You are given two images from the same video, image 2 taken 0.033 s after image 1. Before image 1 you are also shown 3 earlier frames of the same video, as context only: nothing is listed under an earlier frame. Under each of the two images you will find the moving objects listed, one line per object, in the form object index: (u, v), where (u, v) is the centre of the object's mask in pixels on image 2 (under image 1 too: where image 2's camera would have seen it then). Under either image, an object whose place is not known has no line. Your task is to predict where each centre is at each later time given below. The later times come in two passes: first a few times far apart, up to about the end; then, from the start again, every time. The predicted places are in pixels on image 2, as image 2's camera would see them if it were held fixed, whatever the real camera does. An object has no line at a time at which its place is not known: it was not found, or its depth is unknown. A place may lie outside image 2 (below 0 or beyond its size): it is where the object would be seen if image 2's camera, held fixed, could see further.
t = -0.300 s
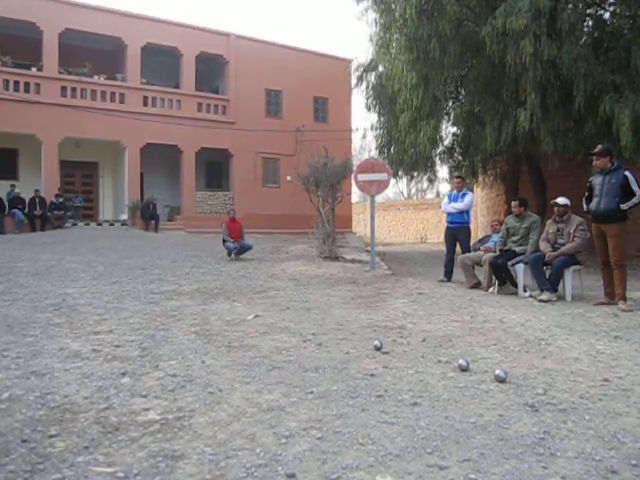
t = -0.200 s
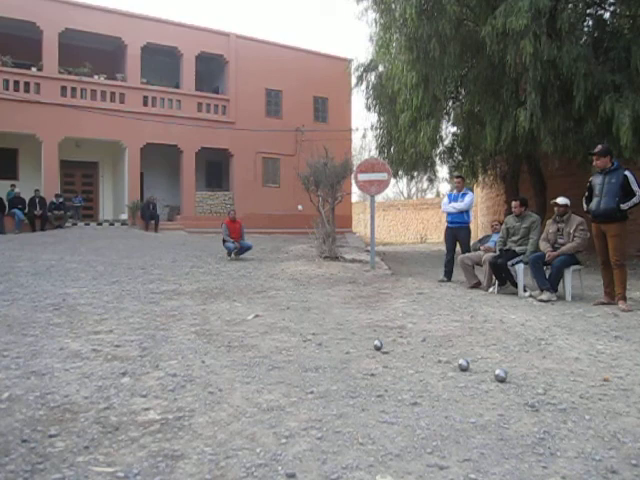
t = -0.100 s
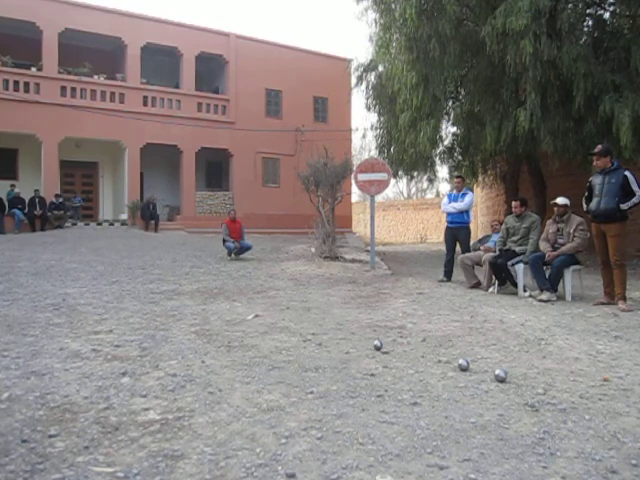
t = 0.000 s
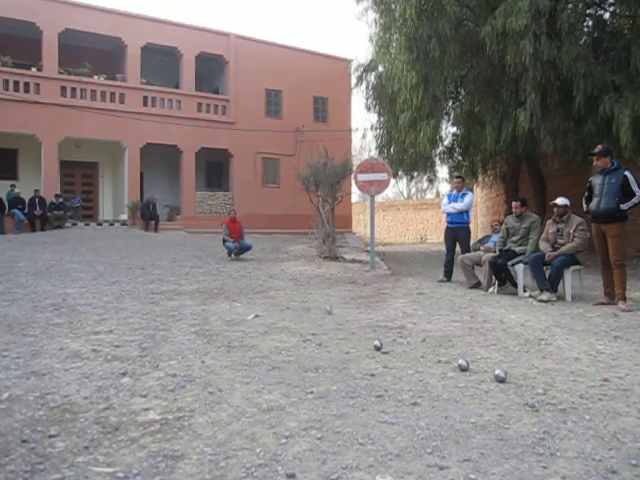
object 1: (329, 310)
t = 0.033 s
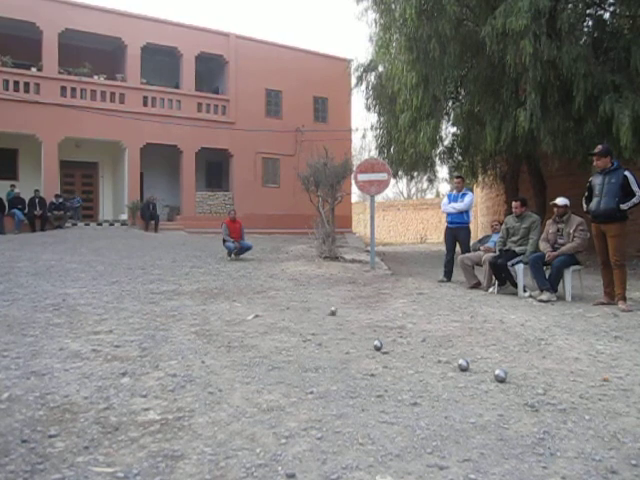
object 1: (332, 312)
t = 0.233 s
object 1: (364, 322)
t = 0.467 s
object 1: (400, 332)
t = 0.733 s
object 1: (436, 331)
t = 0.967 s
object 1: (466, 342)
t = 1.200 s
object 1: (492, 345)
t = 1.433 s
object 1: (509, 348)
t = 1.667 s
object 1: (520, 350)
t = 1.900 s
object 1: (523, 351)
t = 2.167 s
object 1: (526, 353)
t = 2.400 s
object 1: (521, 355)
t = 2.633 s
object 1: (522, 356)
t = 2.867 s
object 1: (526, 356)
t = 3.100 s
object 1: (527, 356)
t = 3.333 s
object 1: (527, 356)
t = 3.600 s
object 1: (527, 356)
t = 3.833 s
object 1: (526, 356)
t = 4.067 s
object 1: (526, 356)
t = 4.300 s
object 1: (526, 356)
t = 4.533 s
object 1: (526, 356)
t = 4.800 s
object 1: (526, 356)
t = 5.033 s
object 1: (526, 356)
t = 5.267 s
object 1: (526, 357)
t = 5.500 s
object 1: (527, 357)
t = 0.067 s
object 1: (338, 310)
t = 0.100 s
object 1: (343, 311)
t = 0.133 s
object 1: (348, 312)
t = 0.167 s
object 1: (353, 316)
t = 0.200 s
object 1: (359, 320)
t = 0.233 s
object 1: (364, 322)
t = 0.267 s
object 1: (369, 324)
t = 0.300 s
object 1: (374, 325)
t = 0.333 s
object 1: (379, 326)
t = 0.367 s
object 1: (384, 328)
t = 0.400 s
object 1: (389, 327)
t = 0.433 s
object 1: (395, 330)
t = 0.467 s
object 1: (400, 332)
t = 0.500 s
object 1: (404, 332)
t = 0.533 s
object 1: (410, 333)
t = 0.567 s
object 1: (414, 332)
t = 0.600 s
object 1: (420, 334)
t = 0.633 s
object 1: (424, 332)
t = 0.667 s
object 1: (428, 331)
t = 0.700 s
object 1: (432, 330)
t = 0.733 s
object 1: (436, 331)
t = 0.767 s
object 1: (441, 334)
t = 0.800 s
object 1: (446, 338)
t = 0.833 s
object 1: (450, 339)
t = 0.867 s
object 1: (454, 338)
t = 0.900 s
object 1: (458, 338)
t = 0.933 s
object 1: (462, 341)
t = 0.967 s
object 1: (466, 342)
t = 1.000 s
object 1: (470, 343)
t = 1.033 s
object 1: (474, 342)
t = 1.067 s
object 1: (478, 343)
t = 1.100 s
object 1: (482, 344)
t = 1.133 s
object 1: (486, 344)
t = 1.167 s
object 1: (489, 344)
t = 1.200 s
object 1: (492, 345)
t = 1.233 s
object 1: (495, 346)
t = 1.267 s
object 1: (497, 346)
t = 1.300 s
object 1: (500, 346)
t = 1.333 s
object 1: (503, 346)
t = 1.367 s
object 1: (504, 346)
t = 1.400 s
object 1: (507, 347)
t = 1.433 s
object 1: (509, 348)
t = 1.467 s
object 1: (511, 348)
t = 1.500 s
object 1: (513, 349)
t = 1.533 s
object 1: (515, 349)
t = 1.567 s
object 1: (516, 349)
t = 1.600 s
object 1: (518, 349)
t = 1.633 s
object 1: (519, 350)
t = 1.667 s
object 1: (520, 350)
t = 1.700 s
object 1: (521, 350)
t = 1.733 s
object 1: (521, 350)
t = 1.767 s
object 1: (522, 350)
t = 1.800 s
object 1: (522, 350)
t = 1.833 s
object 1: (522, 351)
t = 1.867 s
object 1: (523, 351)
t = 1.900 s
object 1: (523, 351)
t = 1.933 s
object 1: (524, 352)
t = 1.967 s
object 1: (525, 352)
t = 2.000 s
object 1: (524, 352)
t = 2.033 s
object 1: (525, 352)
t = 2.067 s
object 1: (525, 352)
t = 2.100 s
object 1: (525, 352)
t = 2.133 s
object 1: (526, 353)
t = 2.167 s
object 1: (526, 353)
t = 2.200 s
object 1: (525, 353)
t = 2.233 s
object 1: (525, 353)
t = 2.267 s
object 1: (524, 353)
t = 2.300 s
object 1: (524, 354)
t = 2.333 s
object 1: (523, 354)
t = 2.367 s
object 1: (522, 354)
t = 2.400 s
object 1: (521, 355)
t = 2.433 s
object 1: (521, 355)
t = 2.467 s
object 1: (520, 355)
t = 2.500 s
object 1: (520, 355)
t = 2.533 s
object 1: (520, 356)
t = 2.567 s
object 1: (521, 356)
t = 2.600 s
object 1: (521, 356)
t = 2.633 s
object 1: (522, 356)
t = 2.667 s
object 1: (522, 356)
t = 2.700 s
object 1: (523, 356)
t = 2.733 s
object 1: (524, 356)
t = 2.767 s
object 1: (524, 356)
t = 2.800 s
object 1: (525, 357)
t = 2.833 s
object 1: (525, 357)
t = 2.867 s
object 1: (526, 356)
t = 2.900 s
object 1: (526, 356)
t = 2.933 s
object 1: (526, 356)
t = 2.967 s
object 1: (526, 356)
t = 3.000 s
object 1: (526, 356)
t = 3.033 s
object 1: (527, 356)
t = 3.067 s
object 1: (527, 356)
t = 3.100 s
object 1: (527, 356)
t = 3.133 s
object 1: (526, 356)
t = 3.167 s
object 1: (526, 356)
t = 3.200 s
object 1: (526, 356)
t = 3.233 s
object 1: (526, 357)
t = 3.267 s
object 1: (527, 356)
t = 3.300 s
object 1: (527, 356)
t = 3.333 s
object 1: (527, 356)
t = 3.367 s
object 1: (527, 356)
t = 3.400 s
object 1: (527, 356)
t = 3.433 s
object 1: (526, 357)
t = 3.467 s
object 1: (526, 356)
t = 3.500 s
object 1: (526, 356)
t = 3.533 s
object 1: (527, 356)
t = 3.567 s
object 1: (527, 356)
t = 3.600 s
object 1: (527, 356)
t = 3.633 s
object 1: (527, 356)
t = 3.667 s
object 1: (527, 356)
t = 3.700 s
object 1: (526, 356)
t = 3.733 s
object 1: (527, 356)
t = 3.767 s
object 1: (527, 356)
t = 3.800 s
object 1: (526, 356)
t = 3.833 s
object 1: (526, 356)
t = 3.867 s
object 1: (526, 356)
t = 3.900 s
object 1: (526, 356)
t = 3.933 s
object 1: (526, 356)
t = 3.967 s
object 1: (526, 356)
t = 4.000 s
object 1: (526, 356)
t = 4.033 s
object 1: (526, 356)
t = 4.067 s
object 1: (526, 356)
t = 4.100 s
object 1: (526, 356)
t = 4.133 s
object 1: (526, 356)
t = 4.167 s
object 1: (526, 356)
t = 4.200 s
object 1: (526, 356)
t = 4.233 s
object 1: (526, 356)
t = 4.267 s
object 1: (526, 356)
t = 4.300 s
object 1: (526, 356)
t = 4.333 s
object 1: (526, 356)
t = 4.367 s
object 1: (526, 356)
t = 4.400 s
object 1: (526, 356)
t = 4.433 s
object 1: (526, 356)
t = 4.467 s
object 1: (526, 356)
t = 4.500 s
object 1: (526, 356)
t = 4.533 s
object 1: (526, 356)
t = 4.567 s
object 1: (526, 356)
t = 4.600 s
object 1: (526, 356)
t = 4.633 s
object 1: (526, 356)
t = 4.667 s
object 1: (526, 356)
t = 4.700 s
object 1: (526, 356)
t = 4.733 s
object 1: (526, 356)
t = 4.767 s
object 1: (527, 356)
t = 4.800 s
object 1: (526, 356)
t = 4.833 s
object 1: (526, 356)
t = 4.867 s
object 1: (526, 356)
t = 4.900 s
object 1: (526, 356)
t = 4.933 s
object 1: (526, 356)
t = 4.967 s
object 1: (526, 356)
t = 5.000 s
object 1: (526, 356)
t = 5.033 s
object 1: (526, 356)
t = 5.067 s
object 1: (526, 356)
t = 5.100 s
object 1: (527, 357)
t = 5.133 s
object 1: (527, 357)
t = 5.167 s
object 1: (527, 357)
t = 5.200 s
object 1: (527, 357)
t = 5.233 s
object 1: (527, 357)
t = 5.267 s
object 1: (526, 357)
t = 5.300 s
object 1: (526, 357)
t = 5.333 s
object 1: (526, 357)
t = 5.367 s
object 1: (526, 357)
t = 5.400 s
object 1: (527, 357)
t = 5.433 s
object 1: (527, 357)
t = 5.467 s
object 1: (527, 357)
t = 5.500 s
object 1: (527, 357)
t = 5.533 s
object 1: (527, 357)
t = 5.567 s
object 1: (526, 357)
